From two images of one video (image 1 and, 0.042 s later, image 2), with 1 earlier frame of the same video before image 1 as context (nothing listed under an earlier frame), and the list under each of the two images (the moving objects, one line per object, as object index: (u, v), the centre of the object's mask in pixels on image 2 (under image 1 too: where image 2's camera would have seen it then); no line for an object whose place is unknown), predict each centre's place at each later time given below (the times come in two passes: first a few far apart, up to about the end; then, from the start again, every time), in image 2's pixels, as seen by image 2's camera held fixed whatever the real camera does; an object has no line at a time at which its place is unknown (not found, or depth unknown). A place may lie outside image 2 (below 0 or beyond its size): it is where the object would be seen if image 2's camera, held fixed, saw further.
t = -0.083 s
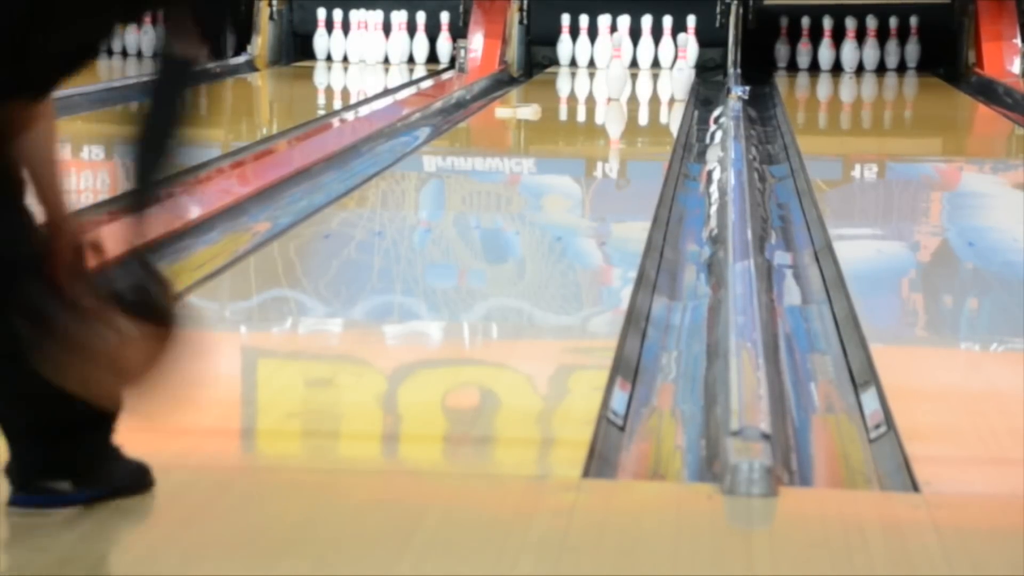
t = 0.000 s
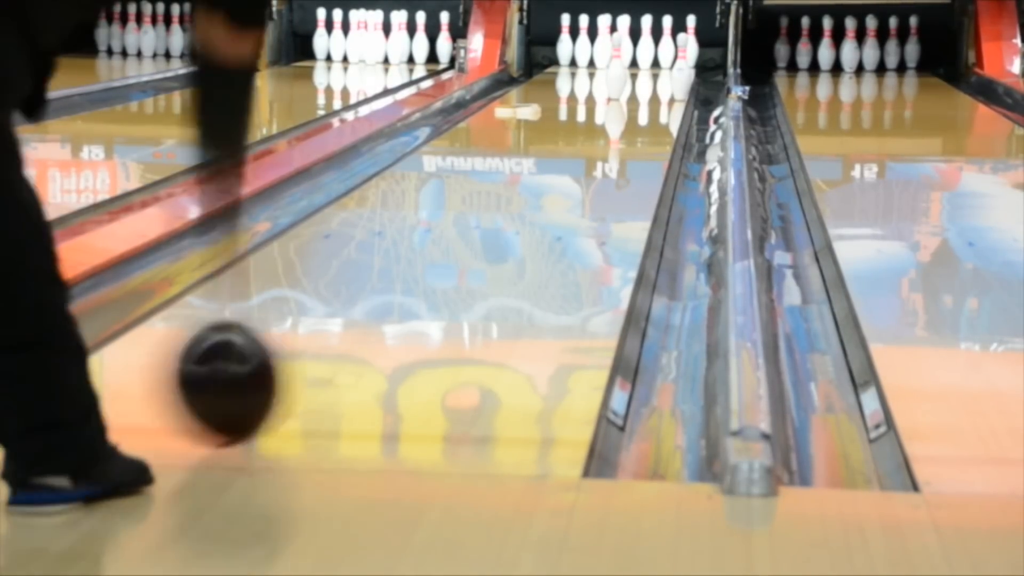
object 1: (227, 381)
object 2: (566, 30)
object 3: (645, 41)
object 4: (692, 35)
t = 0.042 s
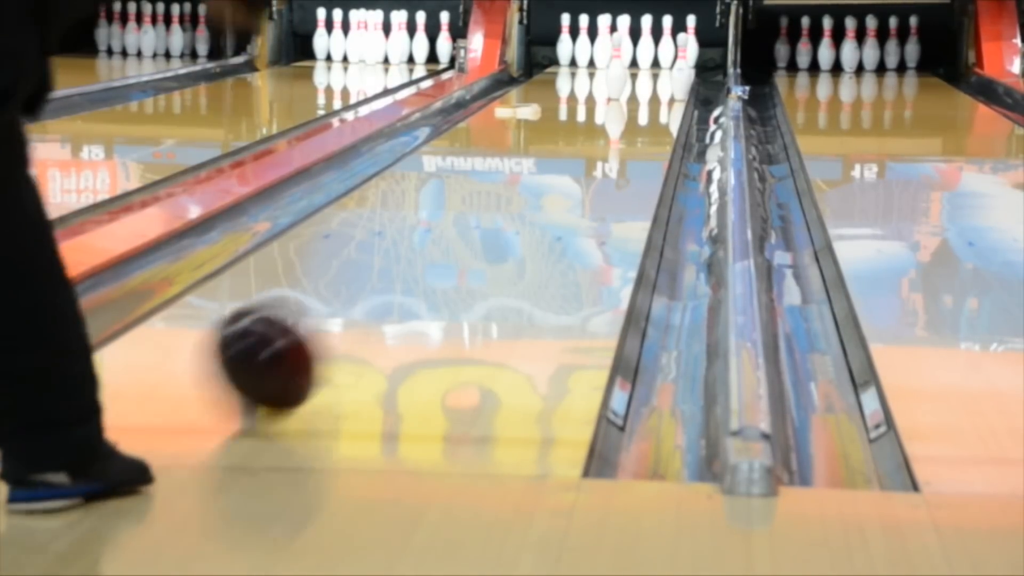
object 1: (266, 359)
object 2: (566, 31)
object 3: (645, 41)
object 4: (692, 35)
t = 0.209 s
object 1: (382, 280)
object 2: (565, 31)
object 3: (645, 41)
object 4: (692, 35)
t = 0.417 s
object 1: (474, 216)
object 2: (566, 22)
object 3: (645, 41)
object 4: (692, 37)
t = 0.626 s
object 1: (534, 173)
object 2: (565, 22)
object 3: (645, 41)
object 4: (692, 37)
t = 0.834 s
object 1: (575, 142)
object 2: (566, 22)
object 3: (645, 41)
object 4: (692, 38)
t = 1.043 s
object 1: (606, 119)
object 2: (565, 22)
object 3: (645, 41)
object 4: (692, 38)
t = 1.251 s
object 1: (628, 100)
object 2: (565, 22)
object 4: (692, 36)
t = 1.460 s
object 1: (644, 86)
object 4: (692, 35)
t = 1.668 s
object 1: (652, 74)
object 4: (692, 35)
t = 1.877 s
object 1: (649, 65)
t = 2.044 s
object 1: (639, 58)
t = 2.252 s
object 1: (636, 53)
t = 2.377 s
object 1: (636, 52)
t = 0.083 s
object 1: (301, 336)
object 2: (566, 31)
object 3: (645, 41)
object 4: (692, 35)
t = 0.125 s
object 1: (331, 316)
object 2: (565, 31)
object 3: (645, 41)
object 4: (692, 35)
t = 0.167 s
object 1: (359, 295)
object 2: (565, 31)
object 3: (645, 41)
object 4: (692, 35)
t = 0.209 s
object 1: (382, 280)
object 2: (565, 31)
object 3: (645, 41)
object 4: (692, 35)
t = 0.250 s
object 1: (404, 264)
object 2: (565, 31)
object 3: (645, 41)
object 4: (692, 35)
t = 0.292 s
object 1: (424, 251)
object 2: (565, 31)
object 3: (645, 41)
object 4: (692, 35)
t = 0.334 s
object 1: (443, 238)
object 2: (565, 31)
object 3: (645, 41)
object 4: (692, 34)
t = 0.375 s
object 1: (459, 226)
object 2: (565, 31)
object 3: (645, 41)
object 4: (692, 37)
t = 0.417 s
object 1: (474, 216)
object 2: (566, 22)
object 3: (645, 41)
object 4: (692, 37)
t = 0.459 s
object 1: (488, 205)
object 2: (566, 22)
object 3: (645, 41)
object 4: (692, 37)
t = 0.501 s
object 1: (501, 196)
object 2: (566, 22)
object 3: (645, 41)
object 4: (692, 35)
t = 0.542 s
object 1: (513, 188)
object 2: (566, 22)
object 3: (645, 41)
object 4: (692, 37)
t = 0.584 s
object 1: (523, 180)
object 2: (566, 22)
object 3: (645, 41)
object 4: (692, 37)
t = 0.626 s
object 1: (534, 173)
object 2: (565, 22)
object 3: (645, 41)
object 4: (692, 37)
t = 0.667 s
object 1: (544, 166)
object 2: (565, 22)
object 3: (645, 41)
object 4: (692, 37)
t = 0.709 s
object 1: (552, 160)
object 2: (565, 22)
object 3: (645, 41)
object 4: (692, 37)
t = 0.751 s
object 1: (560, 154)
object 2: (565, 22)
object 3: (645, 41)
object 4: (692, 37)
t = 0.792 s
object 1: (568, 147)
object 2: (565, 22)
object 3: (645, 41)
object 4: (692, 38)
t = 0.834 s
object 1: (575, 142)
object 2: (566, 22)
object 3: (645, 41)
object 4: (692, 38)
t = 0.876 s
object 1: (582, 138)
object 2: (565, 22)
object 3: (645, 41)
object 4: (692, 38)
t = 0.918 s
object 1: (588, 132)
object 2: (565, 22)
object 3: (645, 41)
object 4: (692, 38)
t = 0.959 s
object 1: (594, 127)
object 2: (565, 22)
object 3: (645, 41)
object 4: (692, 38)
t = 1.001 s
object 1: (600, 123)
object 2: (565, 22)
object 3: (645, 41)
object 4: (692, 38)
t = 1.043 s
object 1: (606, 119)
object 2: (565, 22)
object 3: (645, 41)
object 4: (692, 38)
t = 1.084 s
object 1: (610, 115)
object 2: (565, 22)
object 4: (692, 38)
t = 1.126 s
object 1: (615, 110)
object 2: (565, 22)
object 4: (692, 38)
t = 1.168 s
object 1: (620, 107)
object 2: (565, 22)
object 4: (692, 38)
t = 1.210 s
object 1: (623, 103)
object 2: (565, 22)
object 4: (692, 38)
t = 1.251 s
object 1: (628, 100)
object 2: (565, 22)
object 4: (692, 36)
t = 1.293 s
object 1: (631, 97)
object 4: (692, 36)
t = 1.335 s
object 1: (635, 94)
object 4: (692, 35)
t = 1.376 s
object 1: (638, 91)
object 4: (692, 35)
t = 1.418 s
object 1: (641, 89)
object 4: (692, 35)
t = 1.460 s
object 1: (644, 86)
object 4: (692, 35)
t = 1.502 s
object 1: (647, 83)
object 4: (692, 35)
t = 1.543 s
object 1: (648, 81)
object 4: (692, 35)
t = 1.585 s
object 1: (650, 78)
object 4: (692, 35)
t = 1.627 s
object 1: (651, 76)
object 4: (692, 35)
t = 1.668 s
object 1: (652, 74)
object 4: (692, 35)
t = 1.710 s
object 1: (652, 72)
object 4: (692, 37)
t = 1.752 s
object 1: (652, 70)
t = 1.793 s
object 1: (651, 68)
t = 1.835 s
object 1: (650, 66)
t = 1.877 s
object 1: (649, 65)
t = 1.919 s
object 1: (647, 64)
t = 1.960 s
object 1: (645, 62)
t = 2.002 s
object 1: (642, 60)
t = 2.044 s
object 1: (639, 58)
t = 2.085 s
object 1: (636, 57)
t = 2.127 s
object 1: (635, 55)
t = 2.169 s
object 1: (636, 55)
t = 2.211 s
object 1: (635, 54)
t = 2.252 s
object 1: (636, 53)
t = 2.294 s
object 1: (637, 53)
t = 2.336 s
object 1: (636, 52)
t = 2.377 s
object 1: (636, 52)
